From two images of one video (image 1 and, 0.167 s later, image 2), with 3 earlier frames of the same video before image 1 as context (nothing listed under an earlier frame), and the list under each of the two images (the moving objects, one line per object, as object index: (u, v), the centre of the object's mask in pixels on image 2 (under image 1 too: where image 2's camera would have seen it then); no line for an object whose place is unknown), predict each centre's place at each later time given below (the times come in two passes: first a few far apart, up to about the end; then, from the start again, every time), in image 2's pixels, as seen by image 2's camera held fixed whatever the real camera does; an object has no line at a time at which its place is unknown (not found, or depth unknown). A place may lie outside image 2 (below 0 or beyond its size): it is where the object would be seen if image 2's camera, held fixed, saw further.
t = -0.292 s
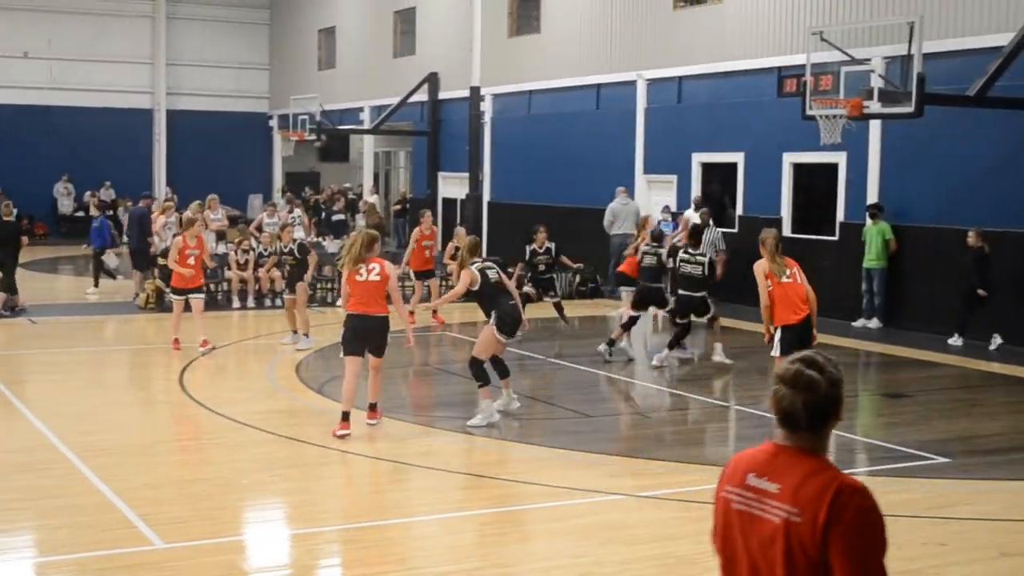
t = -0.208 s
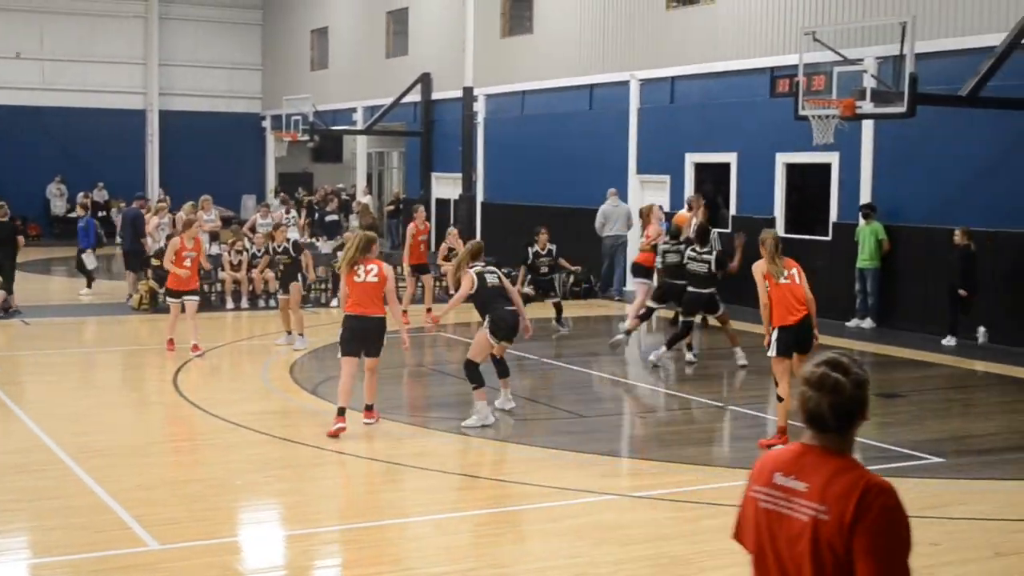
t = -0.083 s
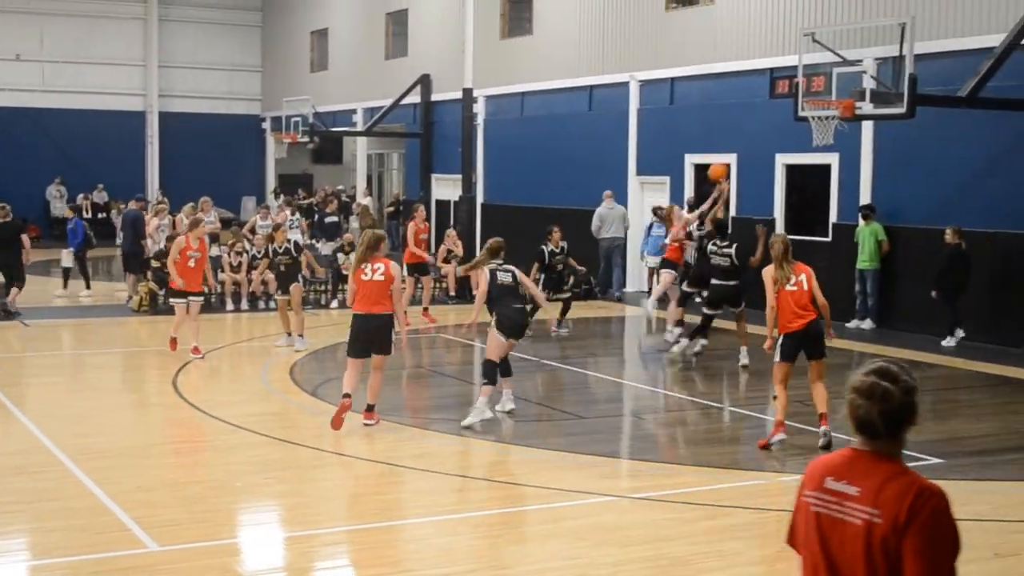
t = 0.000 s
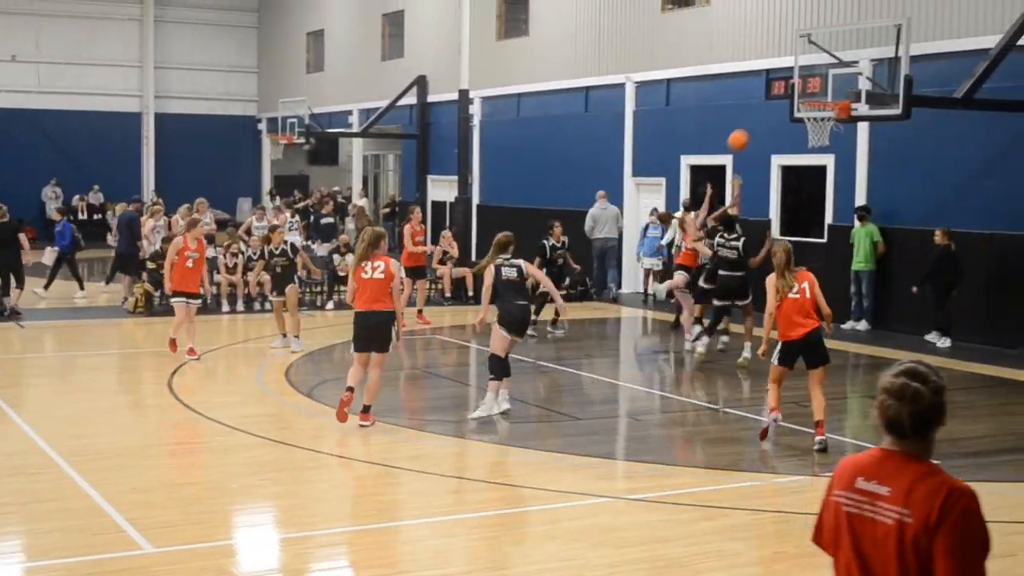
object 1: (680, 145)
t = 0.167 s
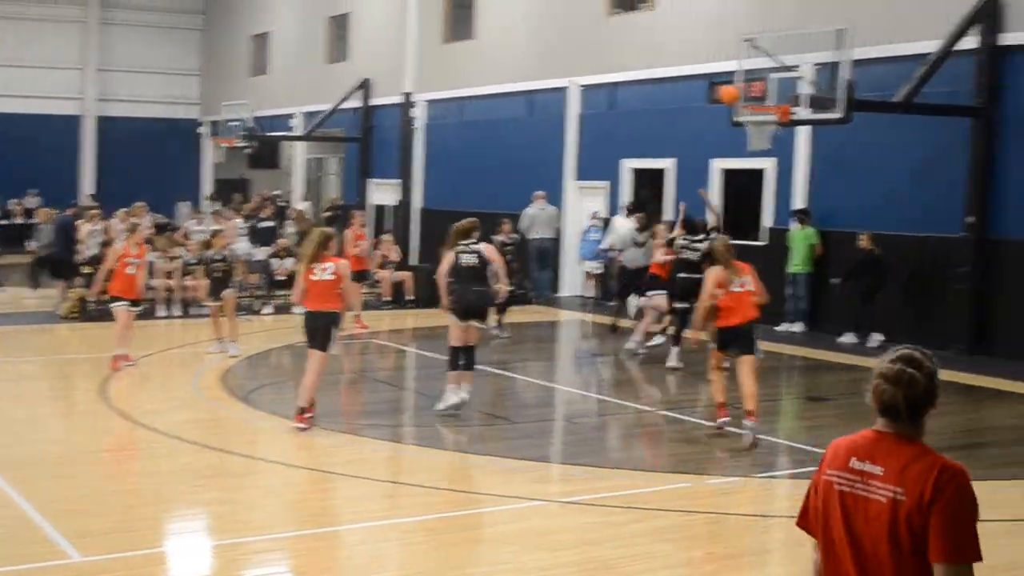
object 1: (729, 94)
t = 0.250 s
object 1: (751, 79)
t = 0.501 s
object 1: (752, 68)
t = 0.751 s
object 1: (750, 111)
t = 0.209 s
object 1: (741, 86)
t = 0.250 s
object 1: (751, 79)
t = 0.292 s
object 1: (752, 74)
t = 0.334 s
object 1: (752, 70)
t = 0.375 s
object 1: (752, 68)
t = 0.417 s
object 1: (752, 66)
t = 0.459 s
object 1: (752, 66)
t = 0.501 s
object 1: (752, 68)
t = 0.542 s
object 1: (752, 70)
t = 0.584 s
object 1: (752, 76)
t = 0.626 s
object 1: (752, 83)
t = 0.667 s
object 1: (751, 91)
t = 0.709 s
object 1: (752, 100)
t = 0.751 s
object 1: (750, 111)
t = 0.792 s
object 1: (750, 125)
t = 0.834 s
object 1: (750, 141)
